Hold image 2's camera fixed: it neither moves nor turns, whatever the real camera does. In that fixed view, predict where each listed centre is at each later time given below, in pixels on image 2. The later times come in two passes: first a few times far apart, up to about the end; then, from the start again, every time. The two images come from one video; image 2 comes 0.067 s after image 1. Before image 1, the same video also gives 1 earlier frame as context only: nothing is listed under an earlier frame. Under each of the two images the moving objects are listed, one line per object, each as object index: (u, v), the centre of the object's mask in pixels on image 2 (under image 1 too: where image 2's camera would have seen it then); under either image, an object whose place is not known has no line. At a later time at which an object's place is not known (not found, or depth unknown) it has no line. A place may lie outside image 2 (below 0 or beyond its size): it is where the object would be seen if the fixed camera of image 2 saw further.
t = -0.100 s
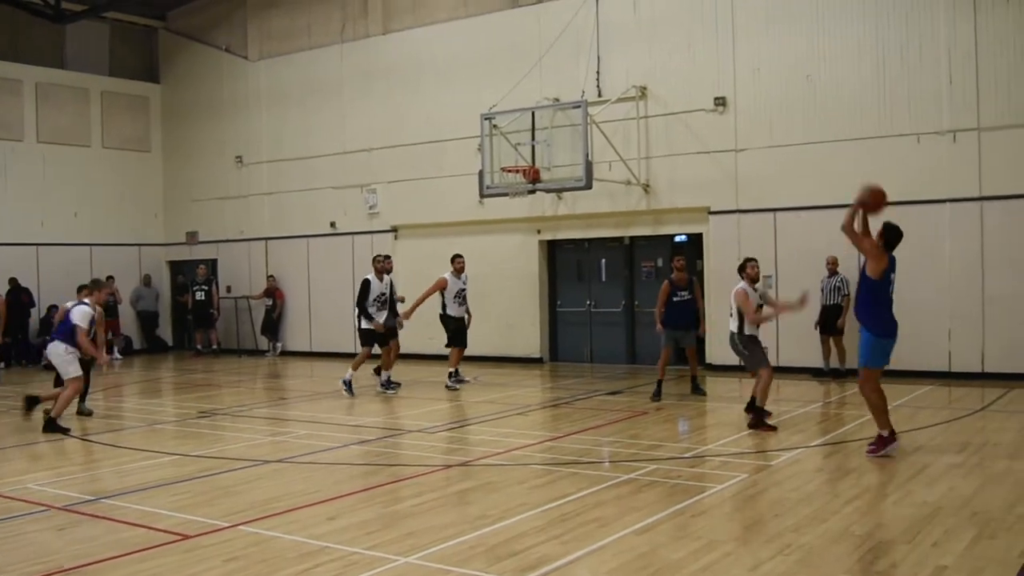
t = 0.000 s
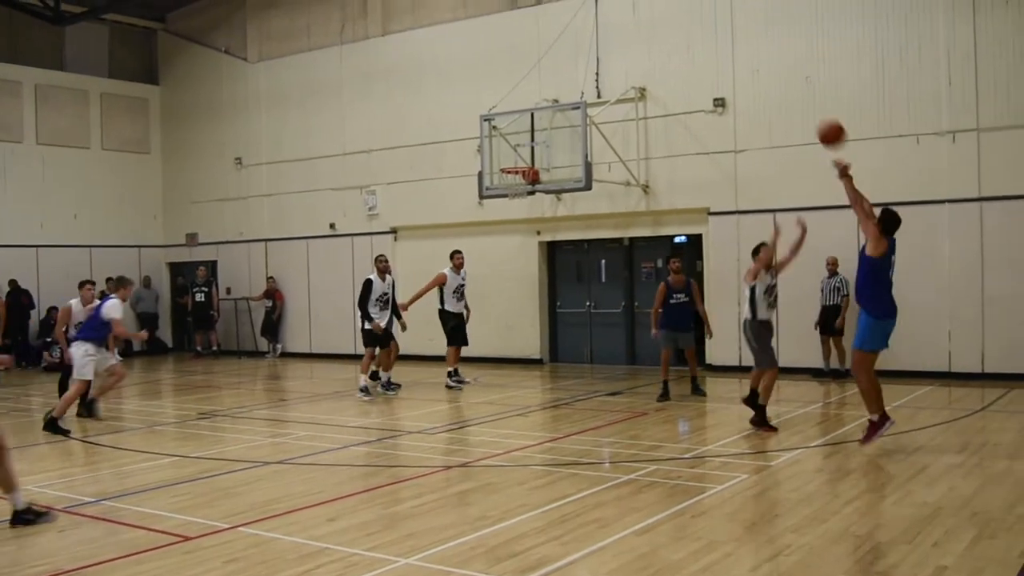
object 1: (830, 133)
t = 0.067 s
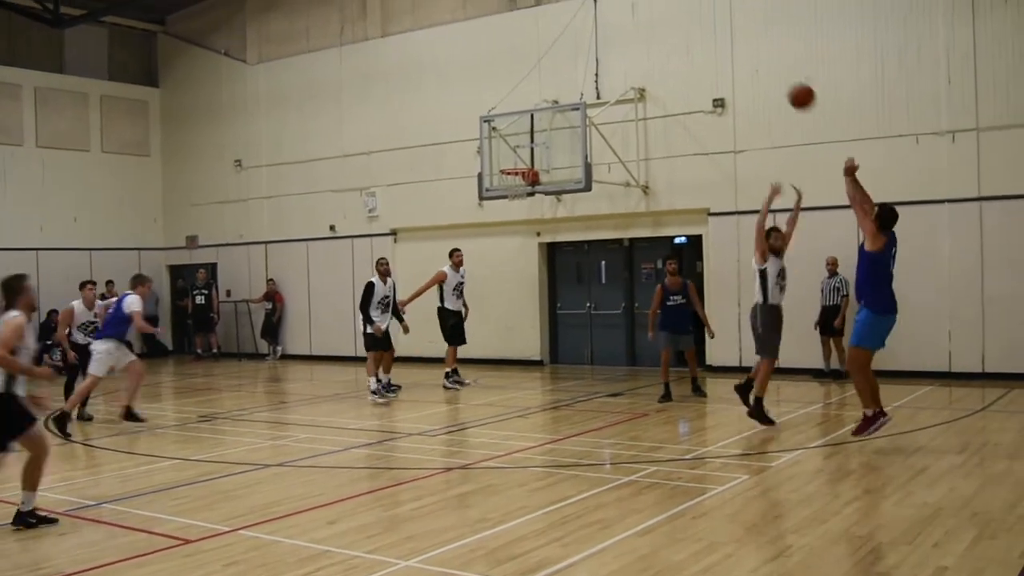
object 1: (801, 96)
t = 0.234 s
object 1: (736, 32)
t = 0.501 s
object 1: (655, 1)
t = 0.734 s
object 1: (600, 25)
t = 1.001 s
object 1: (549, 94)
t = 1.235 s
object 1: (515, 179)
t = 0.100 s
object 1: (787, 80)
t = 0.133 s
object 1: (774, 66)
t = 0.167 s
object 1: (760, 53)
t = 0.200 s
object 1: (748, 42)
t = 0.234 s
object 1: (736, 32)
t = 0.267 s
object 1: (724, 24)
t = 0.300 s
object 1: (713, 17)
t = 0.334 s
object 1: (703, 12)
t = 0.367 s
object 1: (692, 8)
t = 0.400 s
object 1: (683, 4)
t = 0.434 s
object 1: (673, 2)
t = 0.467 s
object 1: (664, 1)
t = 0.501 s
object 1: (655, 1)
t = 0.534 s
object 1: (646, 2)
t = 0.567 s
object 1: (638, 4)
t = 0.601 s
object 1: (630, 7)
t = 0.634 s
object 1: (622, 10)
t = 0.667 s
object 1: (614, 15)
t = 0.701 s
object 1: (607, 19)
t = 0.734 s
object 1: (600, 25)
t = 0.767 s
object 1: (593, 31)
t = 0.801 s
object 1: (586, 39)
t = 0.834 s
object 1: (579, 46)
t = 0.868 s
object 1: (573, 54)
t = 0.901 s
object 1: (567, 64)
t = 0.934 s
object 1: (561, 74)
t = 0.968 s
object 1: (555, 83)
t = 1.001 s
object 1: (549, 94)
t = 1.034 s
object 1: (544, 105)
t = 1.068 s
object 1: (539, 117)
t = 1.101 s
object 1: (533, 130)
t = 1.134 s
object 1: (528, 142)
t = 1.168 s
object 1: (523, 155)
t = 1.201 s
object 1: (519, 168)
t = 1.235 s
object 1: (515, 179)
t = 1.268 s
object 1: (513, 190)
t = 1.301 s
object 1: (511, 198)
